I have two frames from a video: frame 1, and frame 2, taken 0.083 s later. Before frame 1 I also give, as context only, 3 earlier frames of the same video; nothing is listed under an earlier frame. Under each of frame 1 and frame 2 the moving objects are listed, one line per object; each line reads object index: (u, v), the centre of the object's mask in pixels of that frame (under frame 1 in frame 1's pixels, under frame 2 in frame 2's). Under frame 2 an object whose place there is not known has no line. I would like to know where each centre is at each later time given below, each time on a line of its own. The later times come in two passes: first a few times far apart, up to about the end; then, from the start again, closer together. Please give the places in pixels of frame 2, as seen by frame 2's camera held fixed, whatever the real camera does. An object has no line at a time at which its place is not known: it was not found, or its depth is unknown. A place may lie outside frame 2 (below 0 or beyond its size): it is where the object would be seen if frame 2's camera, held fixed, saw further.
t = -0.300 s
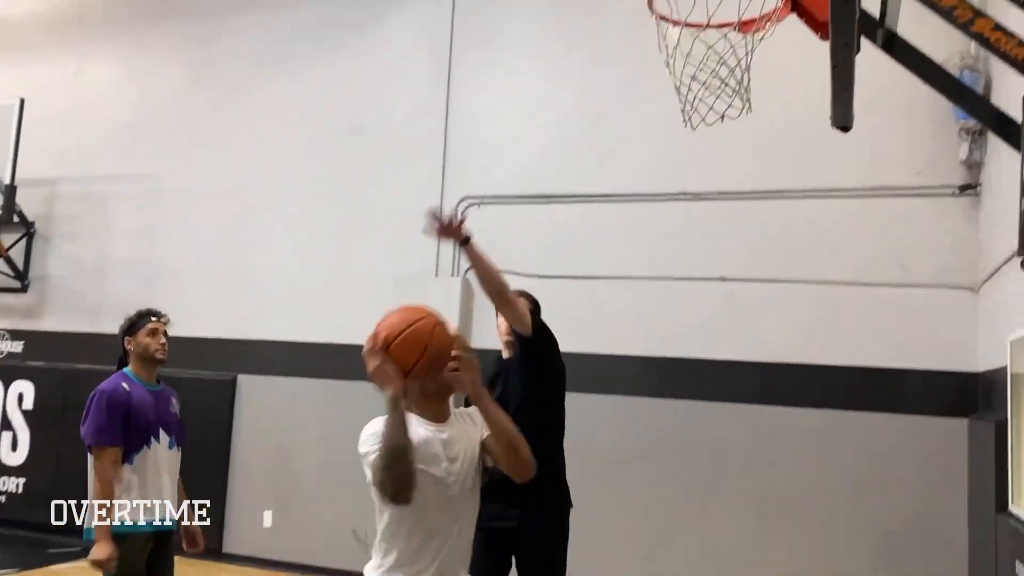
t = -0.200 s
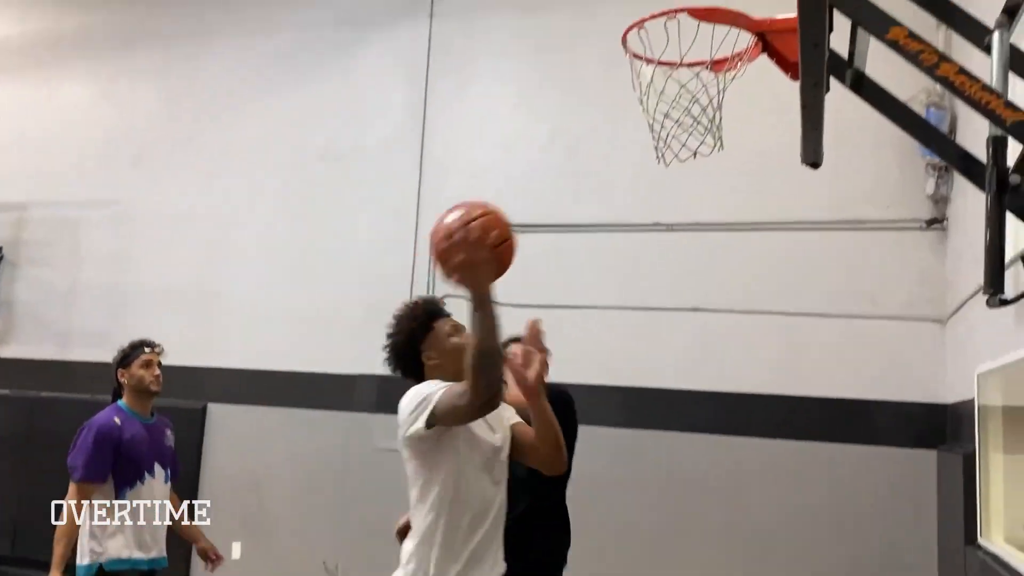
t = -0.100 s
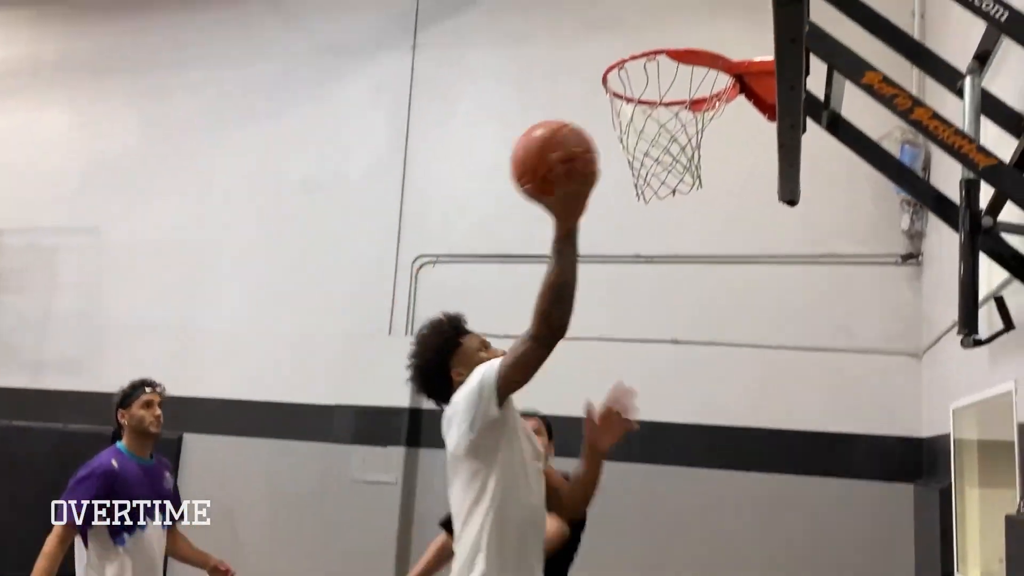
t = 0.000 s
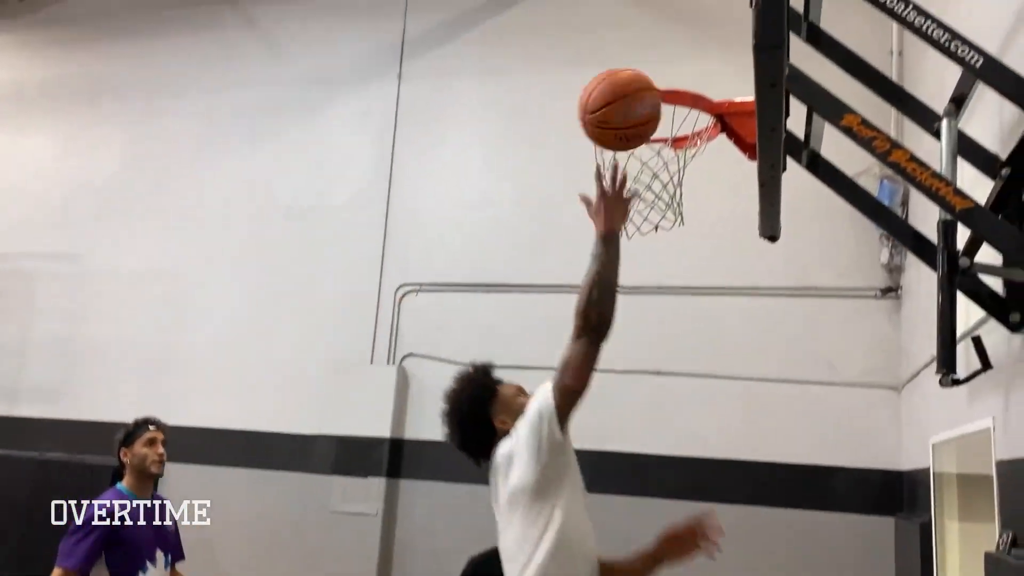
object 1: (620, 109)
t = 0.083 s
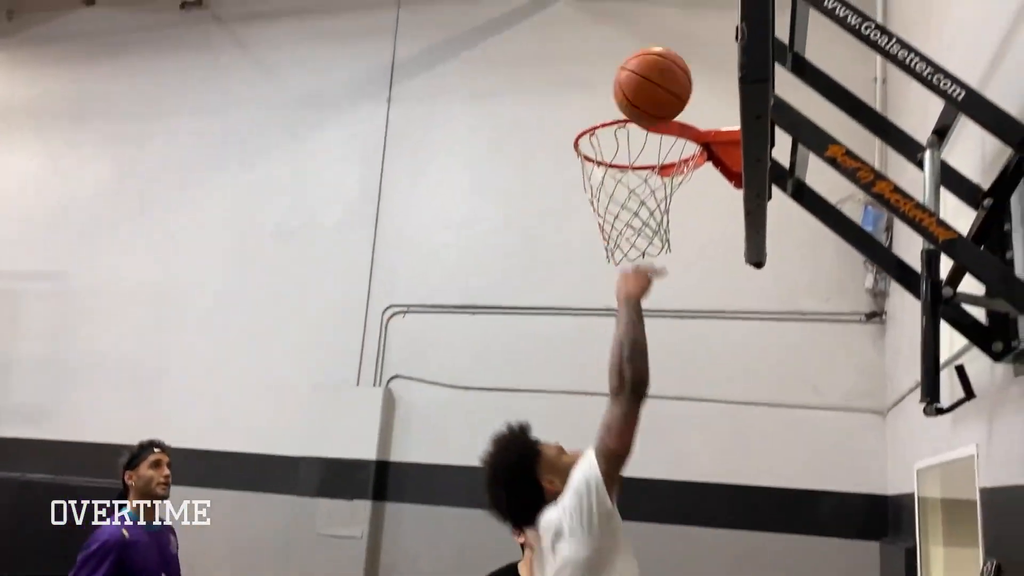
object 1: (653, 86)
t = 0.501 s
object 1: (639, 93)
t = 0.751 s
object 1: (649, 163)
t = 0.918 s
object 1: (648, 264)
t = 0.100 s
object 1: (661, 79)
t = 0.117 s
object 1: (669, 72)
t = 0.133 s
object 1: (677, 67)
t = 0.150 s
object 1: (685, 62)
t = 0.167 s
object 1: (692, 58)
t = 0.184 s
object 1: (699, 55)
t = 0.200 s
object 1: (705, 53)
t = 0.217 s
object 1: (709, 52)
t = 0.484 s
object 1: (643, 87)
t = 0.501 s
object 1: (639, 93)
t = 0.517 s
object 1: (635, 98)
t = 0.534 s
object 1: (629, 110)
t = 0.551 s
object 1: (625, 120)
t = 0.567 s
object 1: (621, 132)
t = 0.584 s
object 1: (617, 143)
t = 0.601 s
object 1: (619, 144)
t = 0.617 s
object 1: (623, 148)
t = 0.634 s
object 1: (627, 148)
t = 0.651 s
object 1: (630, 149)
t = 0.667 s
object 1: (634, 150)
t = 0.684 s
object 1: (638, 151)
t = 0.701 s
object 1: (642, 152)
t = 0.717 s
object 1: (646, 155)
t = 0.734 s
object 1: (647, 157)
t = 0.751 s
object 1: (649, 163)
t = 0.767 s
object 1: (650, 169)
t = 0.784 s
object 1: (650, 177)
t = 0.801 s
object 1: (650, 187)
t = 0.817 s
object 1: (650, 196)
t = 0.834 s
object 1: (650, 206)
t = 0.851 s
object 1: (650, 218)
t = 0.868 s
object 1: (650, 228)
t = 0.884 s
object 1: (649, 239)
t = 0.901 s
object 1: (648, 251)
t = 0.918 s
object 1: (648, 264)
